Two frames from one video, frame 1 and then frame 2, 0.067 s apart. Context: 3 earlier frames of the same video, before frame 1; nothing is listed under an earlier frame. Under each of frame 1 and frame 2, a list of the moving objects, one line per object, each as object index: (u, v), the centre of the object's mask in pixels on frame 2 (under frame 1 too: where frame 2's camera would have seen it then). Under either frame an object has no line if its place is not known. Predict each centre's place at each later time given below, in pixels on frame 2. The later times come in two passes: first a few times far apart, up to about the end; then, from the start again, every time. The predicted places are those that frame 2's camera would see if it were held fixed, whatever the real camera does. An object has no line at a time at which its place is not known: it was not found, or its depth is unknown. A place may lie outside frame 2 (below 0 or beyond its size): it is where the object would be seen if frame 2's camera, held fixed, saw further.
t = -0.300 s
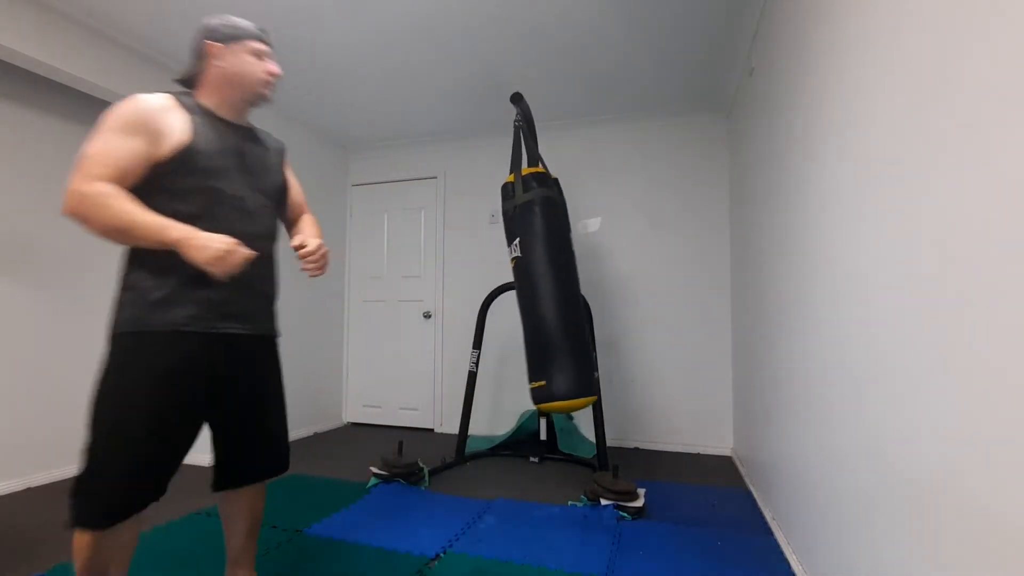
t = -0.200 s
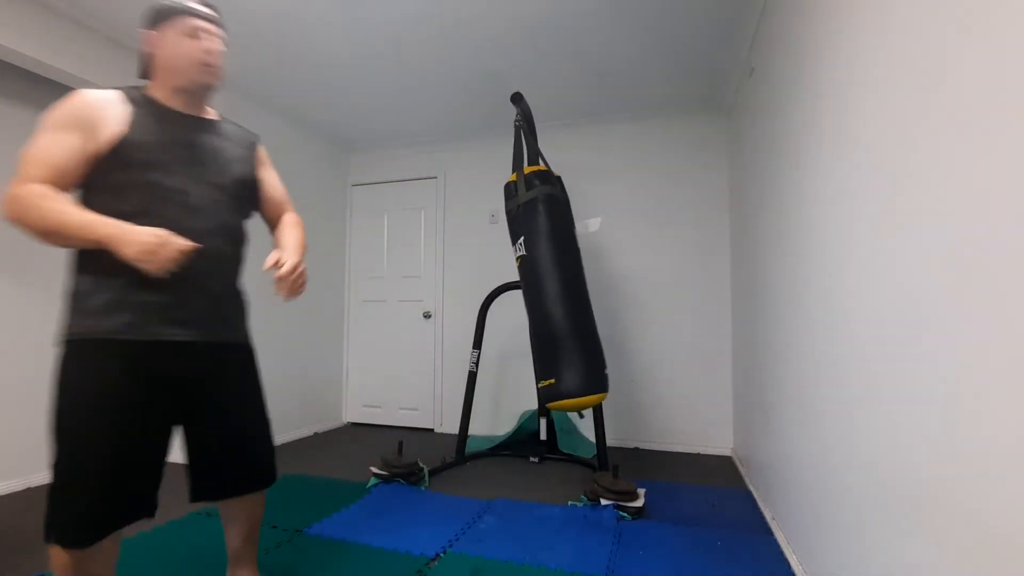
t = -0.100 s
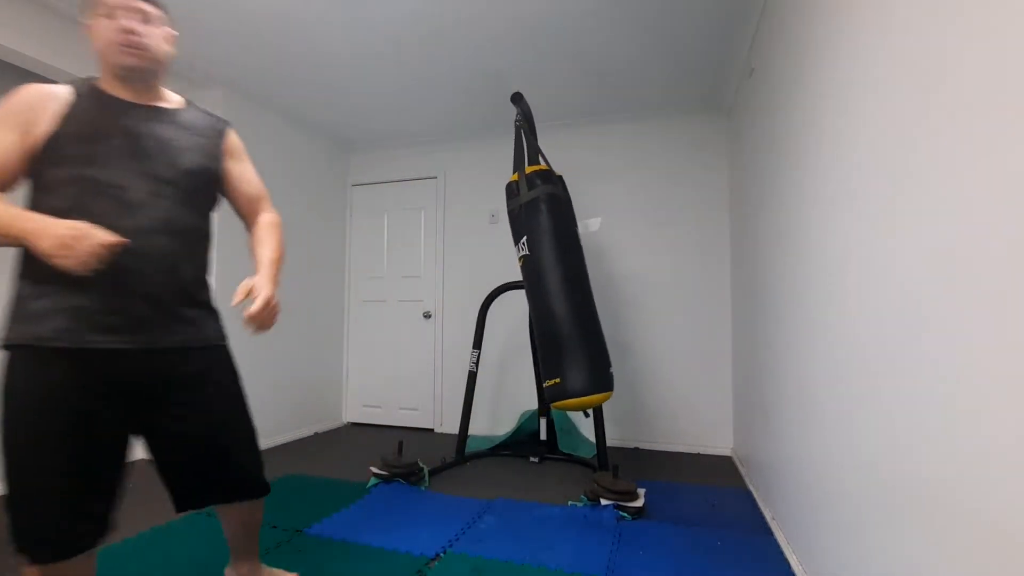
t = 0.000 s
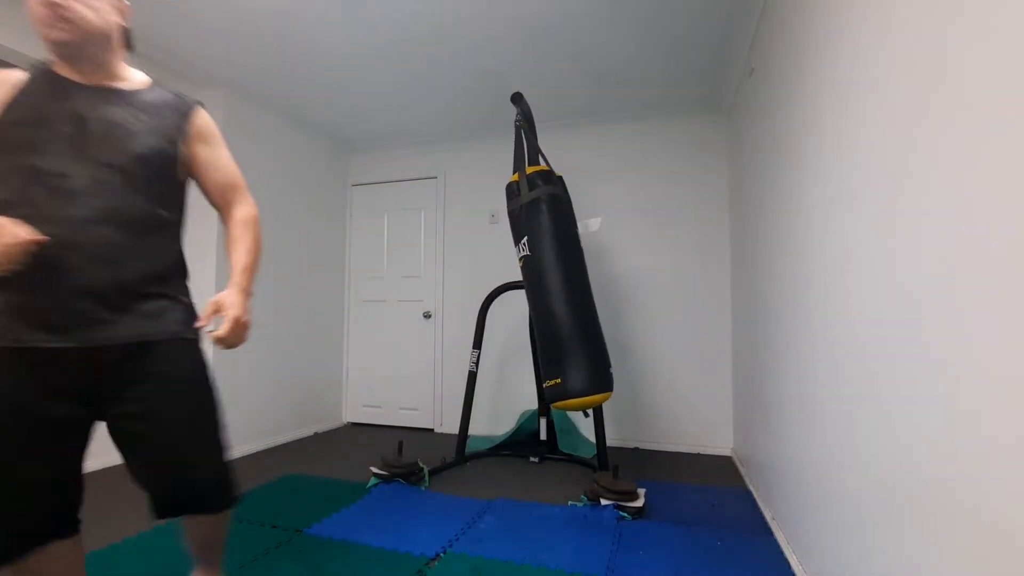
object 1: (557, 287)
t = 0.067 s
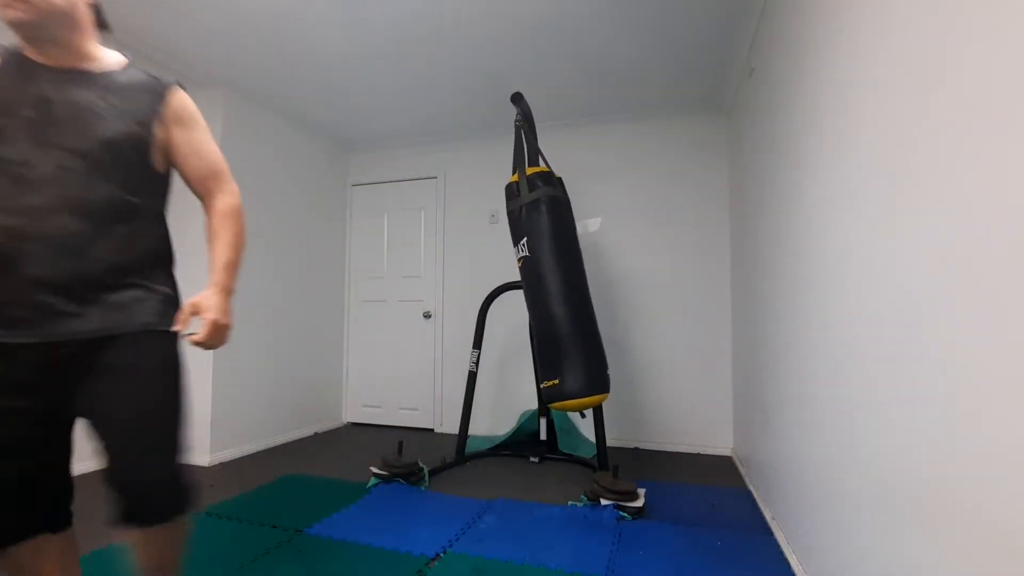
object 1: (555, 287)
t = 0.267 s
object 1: (542, 289)
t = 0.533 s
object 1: (516, 289)
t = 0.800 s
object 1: (493, 286)
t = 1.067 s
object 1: (485, 284)
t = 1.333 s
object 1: (493, 288)
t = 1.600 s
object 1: (517, 293)
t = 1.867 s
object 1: (544, 293)
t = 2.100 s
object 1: (557, 289)
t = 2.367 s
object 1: (552, 291)
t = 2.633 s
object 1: (528, 293)
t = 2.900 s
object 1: (502, 289)
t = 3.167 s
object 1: (486, 285)
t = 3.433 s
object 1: (487, 286)
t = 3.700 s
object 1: (504, 291)
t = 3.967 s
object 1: (531, 294)
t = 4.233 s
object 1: (553, 291)
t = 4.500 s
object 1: (557, 290)
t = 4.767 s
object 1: (539, 293)
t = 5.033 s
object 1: (511, 291)
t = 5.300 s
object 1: (491, 286)
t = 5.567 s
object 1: (485, 284)
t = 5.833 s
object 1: (495, 288)
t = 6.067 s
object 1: (516, 293)
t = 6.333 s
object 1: (542, 291)
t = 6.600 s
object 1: (557, 290)
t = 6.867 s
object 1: (550, 291)
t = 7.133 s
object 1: (525, 293)
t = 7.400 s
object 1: (500, 289)
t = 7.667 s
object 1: (486, 285)
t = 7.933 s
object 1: (488, 285)
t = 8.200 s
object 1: (506, 291)
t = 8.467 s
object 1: (532, 293)
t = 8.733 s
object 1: (553, 292)
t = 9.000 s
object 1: (554, 290)
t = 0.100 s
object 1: (553, 287)
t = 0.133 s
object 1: (551, 284)
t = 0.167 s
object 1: (550, 287)
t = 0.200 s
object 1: (547, 289)
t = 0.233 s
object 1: (544, 284)
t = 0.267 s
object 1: (542, 289)
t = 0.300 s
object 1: (539, 289)
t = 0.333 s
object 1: (535, 289)
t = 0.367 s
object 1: (532, 290)
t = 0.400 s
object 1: (529, 289)
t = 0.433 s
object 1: (525, 288)
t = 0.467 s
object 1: (522, 288)
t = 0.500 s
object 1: (519, 288)
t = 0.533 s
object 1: (516, 289)
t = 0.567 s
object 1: (512, 287)
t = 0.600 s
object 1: (509, 290)
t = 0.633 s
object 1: (506, 290)
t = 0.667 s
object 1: (503, 286)
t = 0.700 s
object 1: (500, 288)
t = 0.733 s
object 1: (498, 284)
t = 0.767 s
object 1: (495, 284)
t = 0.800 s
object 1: (493, 286)
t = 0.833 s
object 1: (491, 282)
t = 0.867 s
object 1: (489, 285)
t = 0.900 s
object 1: (488, 285)
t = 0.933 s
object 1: (487, 280)
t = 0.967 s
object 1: (486, 284)
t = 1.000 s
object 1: (486, 279)
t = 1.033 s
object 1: (484, 284)
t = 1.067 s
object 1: (485, 284)
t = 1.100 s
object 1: (485, 284)
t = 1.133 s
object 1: (485, 285)
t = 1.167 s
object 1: (486, 285)
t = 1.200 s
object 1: (487, 285)
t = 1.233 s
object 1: (488, 285)
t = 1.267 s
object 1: (490, 286)
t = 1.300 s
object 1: (491, 287)
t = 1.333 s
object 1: (493, 288)
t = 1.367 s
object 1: (496, 288)
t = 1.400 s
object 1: (498, 288)
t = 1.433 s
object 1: (502, 284)
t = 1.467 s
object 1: (504, 284)
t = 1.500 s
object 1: (508, 285)
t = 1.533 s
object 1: (510, 291)
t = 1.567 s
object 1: (514, 292)
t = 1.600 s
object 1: (517, 293)
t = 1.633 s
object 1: (520, 292)
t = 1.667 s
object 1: (524, 292)
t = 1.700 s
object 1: (528, 295)
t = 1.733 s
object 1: (531, 295)
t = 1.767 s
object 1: (534, 292)
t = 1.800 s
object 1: (538, 292)
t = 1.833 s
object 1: (541, 292)
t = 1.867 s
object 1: (544, 293)
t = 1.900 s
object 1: (547, 291)
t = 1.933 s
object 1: (550, 291)
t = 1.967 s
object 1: (552, 291)
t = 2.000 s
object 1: (554, 291)
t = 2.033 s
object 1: (555, 290)
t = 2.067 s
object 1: (556, 289)
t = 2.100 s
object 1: (557, 289)
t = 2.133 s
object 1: (559, 291)
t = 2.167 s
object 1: (559, 291)
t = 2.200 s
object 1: (558, 289)
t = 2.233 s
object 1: (558, 291)
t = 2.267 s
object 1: (557, 290)
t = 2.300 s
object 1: (555, 292)
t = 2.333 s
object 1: (553, 290)
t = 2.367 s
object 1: (552, 291)
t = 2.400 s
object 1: (549, 291)
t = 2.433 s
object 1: (547, 291)
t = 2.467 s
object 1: (544, 292)
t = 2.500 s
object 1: (541, 294)
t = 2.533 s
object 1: (538, 292)
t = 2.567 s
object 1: (535, 294)
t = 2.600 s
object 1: (531, 293)
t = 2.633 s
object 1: (528, 293)
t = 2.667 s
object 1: (524, 293)
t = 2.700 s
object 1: (521, 293)
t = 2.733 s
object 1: (518, 292)
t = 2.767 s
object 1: (514, 292)
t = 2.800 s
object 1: (511, 292)
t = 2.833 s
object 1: (508, 291)
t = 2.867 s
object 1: (505, 290)
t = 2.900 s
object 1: (502, 289)
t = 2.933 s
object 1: (499, 288)
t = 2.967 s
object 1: (497, 288)
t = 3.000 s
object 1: (494, 287)
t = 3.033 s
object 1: (492, 287)
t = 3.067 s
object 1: (490, 286)
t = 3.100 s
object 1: (489, 286)
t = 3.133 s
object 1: (487, 285)
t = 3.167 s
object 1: (486, 285)
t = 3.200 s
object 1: (485, 284)
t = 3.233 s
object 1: (485, 280)
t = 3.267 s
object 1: (485, 284)
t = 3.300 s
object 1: (484, 284)
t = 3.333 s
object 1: (485, 285)
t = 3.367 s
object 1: (485, 285)
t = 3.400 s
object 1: (486, 285)
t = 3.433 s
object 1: (487, 286)
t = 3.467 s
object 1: (488, 286)
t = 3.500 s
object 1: (489, 287)
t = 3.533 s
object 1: (491, 288)
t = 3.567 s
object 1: (493, 289)
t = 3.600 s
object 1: (495, 289)
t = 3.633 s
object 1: (498, 290)
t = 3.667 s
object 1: (501, 291)
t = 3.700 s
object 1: (504, 291)
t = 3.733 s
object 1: (507, 292)
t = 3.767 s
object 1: (510, 292)
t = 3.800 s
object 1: (513, 293)
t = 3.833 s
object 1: (517, 293)
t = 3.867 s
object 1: (520, 293)
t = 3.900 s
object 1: (524, 294)
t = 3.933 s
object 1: (527, 294)
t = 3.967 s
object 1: (531, 294)
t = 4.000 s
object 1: (534, 293)
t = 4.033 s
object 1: (537, 293)
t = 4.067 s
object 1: (541, 292)
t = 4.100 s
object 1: (543, 292)
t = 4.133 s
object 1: (547, 292)
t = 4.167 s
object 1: (549, 292)
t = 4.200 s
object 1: (552, 293)
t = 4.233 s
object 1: (553, 291)
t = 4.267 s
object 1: (555, 291)
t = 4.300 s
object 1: (556, 290)
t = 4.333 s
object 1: (557, 289)
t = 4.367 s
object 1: (558, 290)
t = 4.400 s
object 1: (559, 291)
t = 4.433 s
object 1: (559, 291)
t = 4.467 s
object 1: (558, 289)
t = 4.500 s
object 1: (557, 290)
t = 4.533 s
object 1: (555, 292)
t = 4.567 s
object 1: (554, 290)
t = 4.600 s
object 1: (552, 290)
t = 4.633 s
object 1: (550, 291)
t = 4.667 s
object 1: (547, 292)
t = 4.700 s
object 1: (544, 292)
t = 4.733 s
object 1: (542, 293)
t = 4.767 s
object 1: (539, 293)
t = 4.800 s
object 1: (535, 294)
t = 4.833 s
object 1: (532, 294)
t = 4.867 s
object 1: (528, 292)
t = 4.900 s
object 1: (525, 292)
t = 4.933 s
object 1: (522, 292)
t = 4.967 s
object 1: (518, 291)
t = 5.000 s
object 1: (515, 291)
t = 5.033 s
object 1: (511, 291)
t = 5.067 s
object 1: (509, 290)
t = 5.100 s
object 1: (506, 290)
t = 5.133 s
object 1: (503, 289)
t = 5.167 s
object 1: (500, 288)
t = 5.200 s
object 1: (497, 288)
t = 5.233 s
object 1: (495, 288)
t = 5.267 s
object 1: (493, 287)
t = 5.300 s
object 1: (491, 286)
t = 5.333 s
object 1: (489, 285)
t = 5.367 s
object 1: (488, 285)
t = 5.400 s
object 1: (487, 285)
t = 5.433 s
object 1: (486, 285)
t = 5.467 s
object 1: (485, 285)
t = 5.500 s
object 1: (485, 285)
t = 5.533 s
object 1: (485, 284)
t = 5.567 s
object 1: (485, 284)
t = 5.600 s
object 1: (485, 285)
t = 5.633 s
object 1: (486, 285)
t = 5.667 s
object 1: (487, 286)
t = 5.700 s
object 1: (488, 286)
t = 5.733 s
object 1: (490, 287)
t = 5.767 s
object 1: (491, 287)
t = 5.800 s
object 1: (493, 288)
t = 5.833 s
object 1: (495, 288)
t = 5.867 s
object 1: (498, 289)
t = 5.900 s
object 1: (501, 290)
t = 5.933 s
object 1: (503, 291)
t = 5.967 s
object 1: (507, 291)
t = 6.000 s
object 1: (510, 292)
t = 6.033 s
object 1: (513, 293)
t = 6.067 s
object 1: (516, 293)
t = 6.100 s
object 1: (519, 293)
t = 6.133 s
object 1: (523, 293)
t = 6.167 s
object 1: (526, 293)
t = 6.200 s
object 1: (530, 293)
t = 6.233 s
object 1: (533, 293)
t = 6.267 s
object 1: (536, 293)
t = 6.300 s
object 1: (540, 292)
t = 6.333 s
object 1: (542, 291)
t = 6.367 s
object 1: (545, 291)
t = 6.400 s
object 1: (548, 291)
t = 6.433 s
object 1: (550, 290)
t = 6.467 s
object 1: (552, 290)
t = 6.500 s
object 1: (554, 290)
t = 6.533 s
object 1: (555, 290)
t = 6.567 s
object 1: (556, 290)
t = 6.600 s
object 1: (557, 290)
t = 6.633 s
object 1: (557, 289)
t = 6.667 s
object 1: (557, 289)
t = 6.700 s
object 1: (557, 289)
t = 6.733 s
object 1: (556, 290)
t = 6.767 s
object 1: (555, 290)
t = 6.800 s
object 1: (553, 290)
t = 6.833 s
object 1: (552, 290)
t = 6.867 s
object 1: (550, 291)
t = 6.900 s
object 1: (547, 291)
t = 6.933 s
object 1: (544, 291)
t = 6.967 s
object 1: (542, 291)
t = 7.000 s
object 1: (539, 294)
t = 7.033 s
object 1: (535, 293)
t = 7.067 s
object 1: (532, 293)
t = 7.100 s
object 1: (529, 294)
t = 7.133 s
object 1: (525, 293)
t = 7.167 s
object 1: (522, 293)
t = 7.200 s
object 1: (519, 293)
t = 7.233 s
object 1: (515, 292)
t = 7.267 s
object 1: (512, 292)
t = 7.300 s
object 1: (509, 291)
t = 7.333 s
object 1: (507, 291)
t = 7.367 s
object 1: (503, 290)
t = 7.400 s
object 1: (500, 289)
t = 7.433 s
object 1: (498, 288)
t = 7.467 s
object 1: (495, 288)
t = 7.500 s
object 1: (493, 287)
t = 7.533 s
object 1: (491, 286)
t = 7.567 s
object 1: (490, 285)
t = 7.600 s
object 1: (488, 285)
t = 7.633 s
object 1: (487, 284)
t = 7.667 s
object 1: (486, 285)
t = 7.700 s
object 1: (485, 285)
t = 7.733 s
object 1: (485, 285)
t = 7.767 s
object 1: (485, 285)
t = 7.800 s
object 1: (485, 285)
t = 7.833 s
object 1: (485, 285)
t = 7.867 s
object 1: (486, 284)
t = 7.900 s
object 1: (487, 285)
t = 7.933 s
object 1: (488, 285)
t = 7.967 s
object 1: (490, 286)
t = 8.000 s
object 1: (491, 287)
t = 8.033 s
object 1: (493, 287)
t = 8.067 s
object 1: (495, 288)
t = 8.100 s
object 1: (498, 289)
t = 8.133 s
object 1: (500, 289)
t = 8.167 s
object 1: (503, 290)
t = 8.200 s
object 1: (506, 291)
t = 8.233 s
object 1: (509, 291)
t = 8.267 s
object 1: (512, 292)
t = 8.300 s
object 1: (515, 292)
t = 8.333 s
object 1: (519, 292)
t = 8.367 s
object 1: (522, 293)
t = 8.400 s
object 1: (525, 293)
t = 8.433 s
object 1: (529, 293)
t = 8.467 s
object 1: (532, 293)
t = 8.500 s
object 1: (535, 293)
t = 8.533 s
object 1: (538, 293)
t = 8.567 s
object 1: (541, 292)
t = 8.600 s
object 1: (544, 294)
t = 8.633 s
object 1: (547, 292)
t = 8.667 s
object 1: (549, 293)
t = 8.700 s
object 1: (551, 292)
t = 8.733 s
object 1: (553, 292)
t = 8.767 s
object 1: (554, 291)
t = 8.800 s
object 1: (555, 292)
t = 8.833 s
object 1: (556, 291)
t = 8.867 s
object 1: (556, 290)
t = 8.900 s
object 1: (557, 292)
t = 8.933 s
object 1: (556, 290)
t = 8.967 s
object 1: (555, 291)
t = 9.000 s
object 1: (554, 290)
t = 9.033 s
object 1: (553, 290)
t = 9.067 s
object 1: (551, 290)
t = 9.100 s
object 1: (549, 292)
